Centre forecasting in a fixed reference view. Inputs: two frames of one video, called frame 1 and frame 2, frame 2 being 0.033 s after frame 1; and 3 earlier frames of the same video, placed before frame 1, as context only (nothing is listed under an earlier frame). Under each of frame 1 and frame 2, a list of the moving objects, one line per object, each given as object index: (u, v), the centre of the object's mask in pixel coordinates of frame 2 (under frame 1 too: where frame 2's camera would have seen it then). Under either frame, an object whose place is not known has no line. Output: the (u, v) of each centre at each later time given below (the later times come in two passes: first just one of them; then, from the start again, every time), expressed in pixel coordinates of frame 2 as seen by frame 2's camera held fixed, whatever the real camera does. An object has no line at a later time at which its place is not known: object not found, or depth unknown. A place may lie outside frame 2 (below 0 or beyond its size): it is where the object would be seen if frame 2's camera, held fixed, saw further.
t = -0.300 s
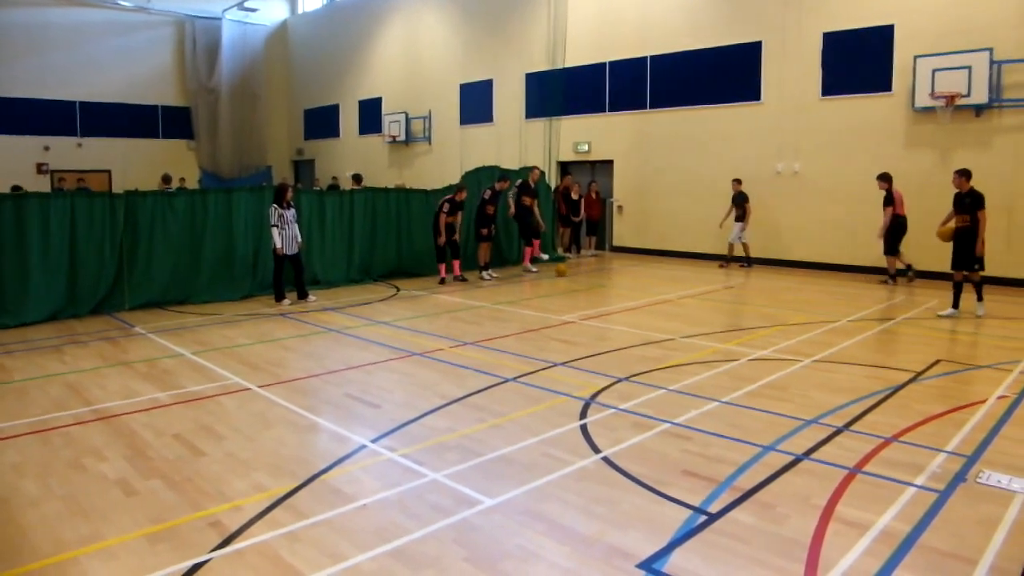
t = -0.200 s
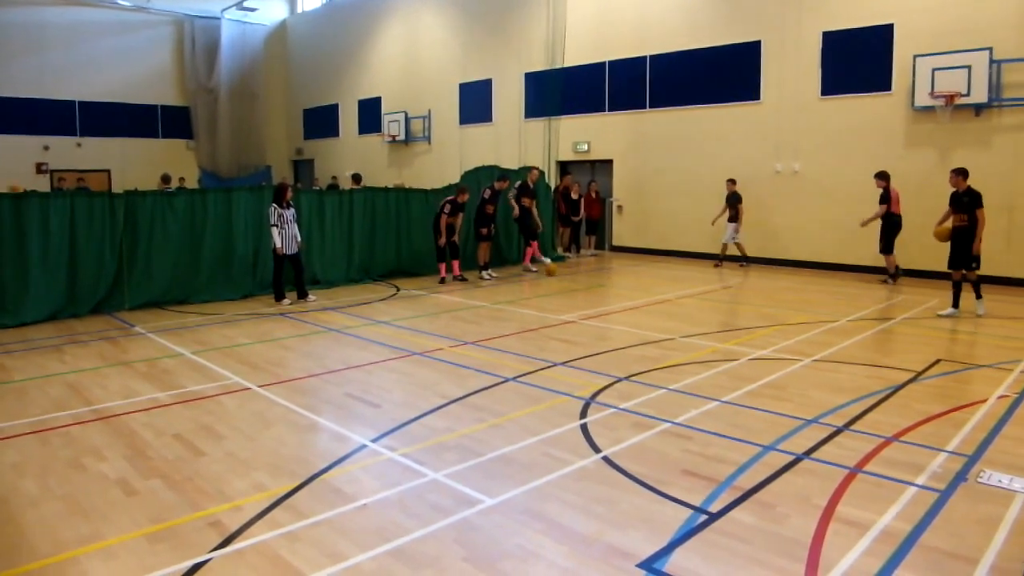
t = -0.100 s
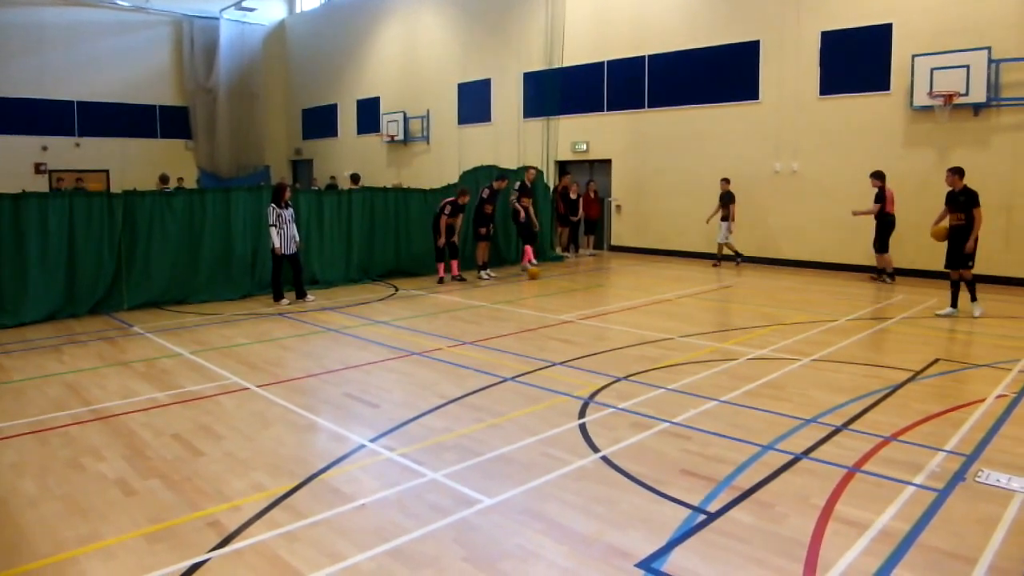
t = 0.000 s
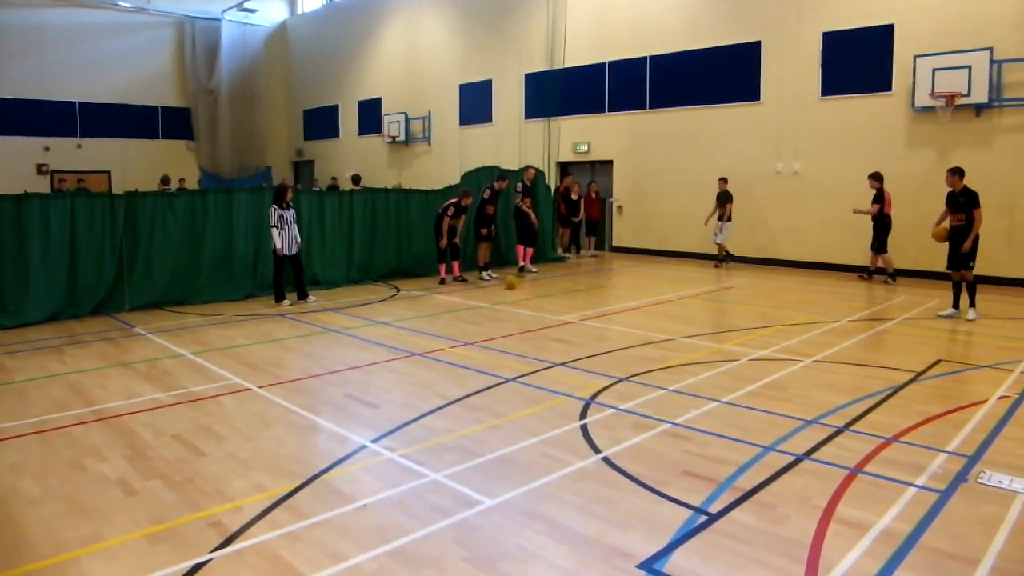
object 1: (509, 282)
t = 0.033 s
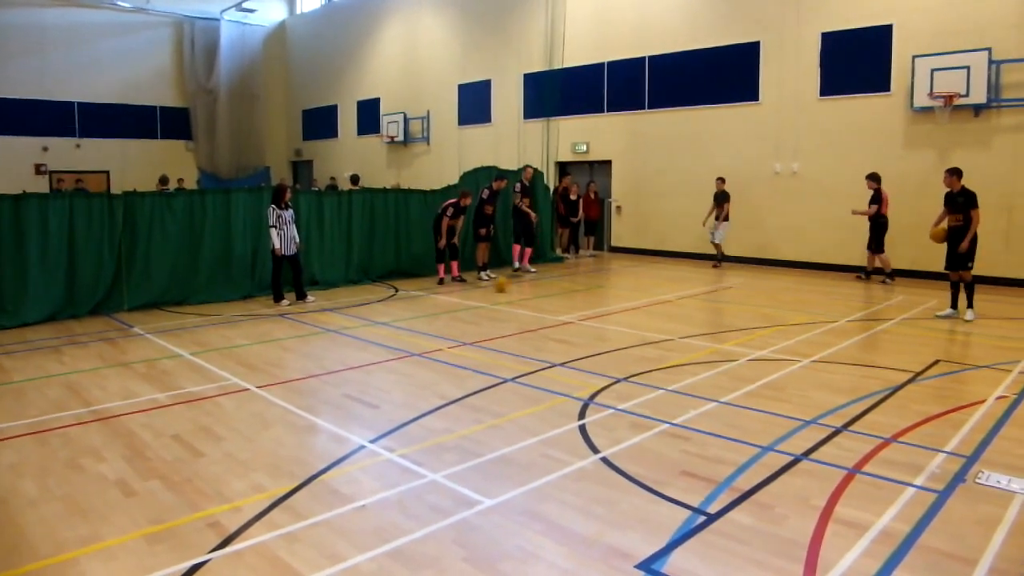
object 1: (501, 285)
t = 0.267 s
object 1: (432, 308)
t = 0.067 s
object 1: (492, 288)
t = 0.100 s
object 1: (483, 291)
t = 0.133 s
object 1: (473, 295)
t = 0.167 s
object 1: (464, 298)
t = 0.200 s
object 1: (454, 302)
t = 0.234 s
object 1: (443, 304)
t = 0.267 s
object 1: (432, 308)
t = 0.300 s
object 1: (421, 312)
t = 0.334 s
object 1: (409, 316)
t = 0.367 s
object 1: (399, 319)
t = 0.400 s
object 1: (387, 323)
